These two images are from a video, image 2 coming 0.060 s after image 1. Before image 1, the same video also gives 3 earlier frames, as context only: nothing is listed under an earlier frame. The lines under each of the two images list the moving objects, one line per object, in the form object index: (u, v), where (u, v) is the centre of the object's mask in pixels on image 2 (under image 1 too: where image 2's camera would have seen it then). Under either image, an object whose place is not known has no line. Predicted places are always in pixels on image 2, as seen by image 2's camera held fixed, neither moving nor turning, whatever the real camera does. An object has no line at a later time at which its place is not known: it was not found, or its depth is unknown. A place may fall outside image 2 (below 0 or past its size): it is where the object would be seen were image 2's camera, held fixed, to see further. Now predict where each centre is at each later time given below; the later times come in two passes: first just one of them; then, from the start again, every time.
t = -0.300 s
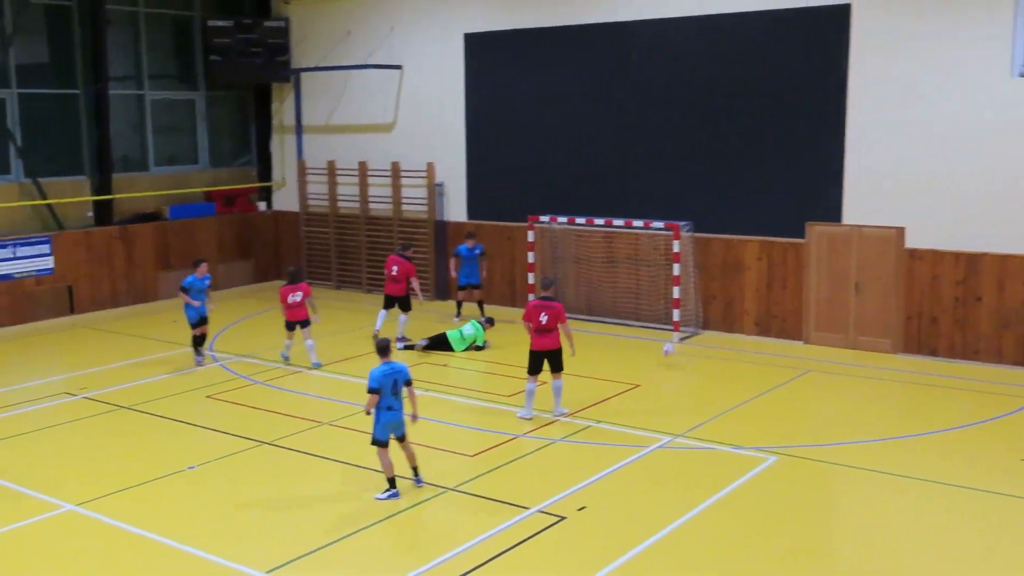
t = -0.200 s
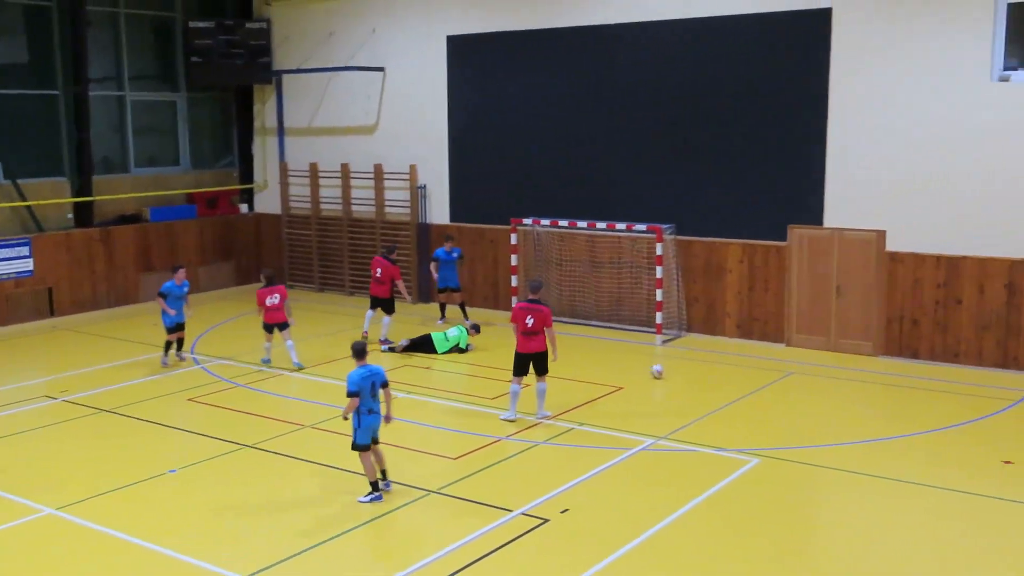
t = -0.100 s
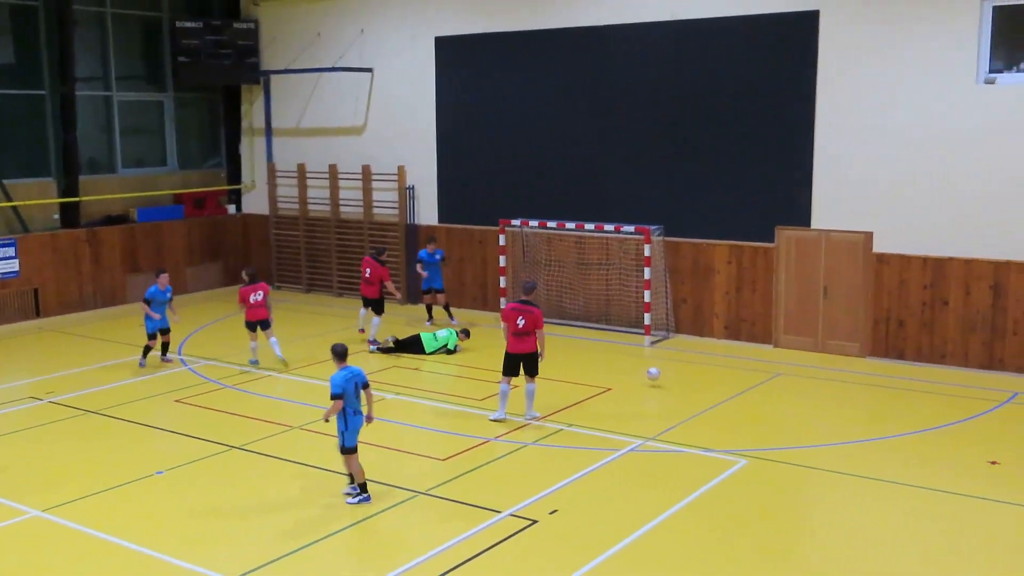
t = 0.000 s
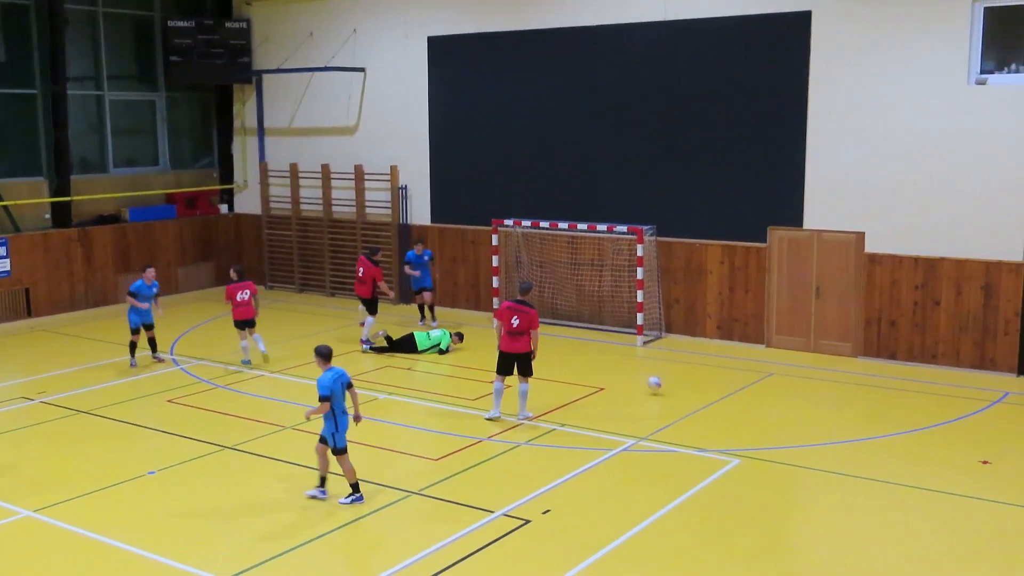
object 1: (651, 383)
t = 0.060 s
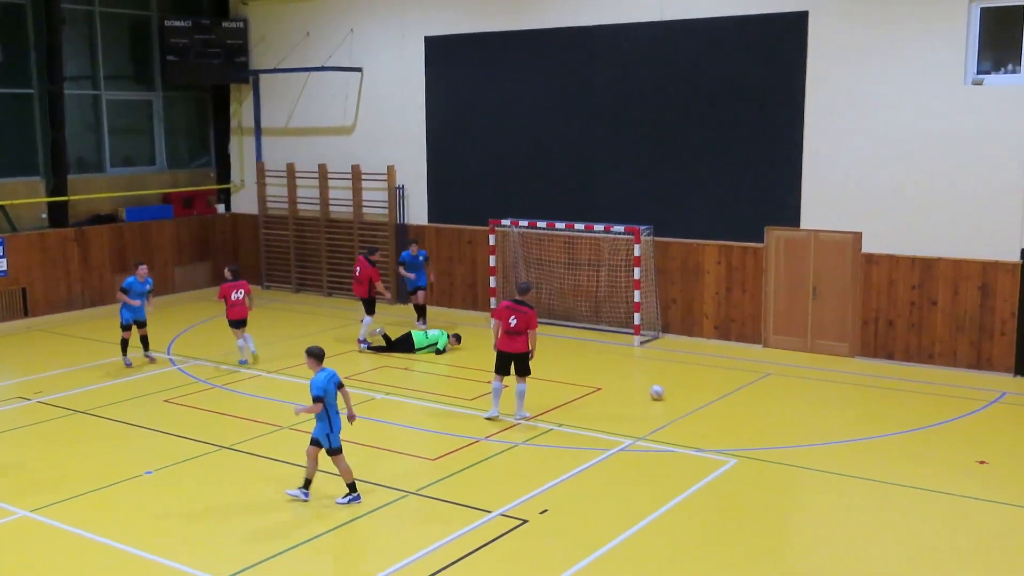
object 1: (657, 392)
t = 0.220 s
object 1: (672, 403)
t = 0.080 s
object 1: (659, 394)
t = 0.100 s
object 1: (660, 395)
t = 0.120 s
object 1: (663, 395)
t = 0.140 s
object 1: (664, 396)
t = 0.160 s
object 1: (666, 397)
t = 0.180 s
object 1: (668, 399)
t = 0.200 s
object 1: (670, 401)
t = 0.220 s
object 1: (672, 403)
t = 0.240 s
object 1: (674, 405)
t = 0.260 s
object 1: (676, 406)
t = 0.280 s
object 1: (678, 407)
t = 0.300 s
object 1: (680, 409)
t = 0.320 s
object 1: (681, 410)
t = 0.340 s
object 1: (683, 412)
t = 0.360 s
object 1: (686, 414)
